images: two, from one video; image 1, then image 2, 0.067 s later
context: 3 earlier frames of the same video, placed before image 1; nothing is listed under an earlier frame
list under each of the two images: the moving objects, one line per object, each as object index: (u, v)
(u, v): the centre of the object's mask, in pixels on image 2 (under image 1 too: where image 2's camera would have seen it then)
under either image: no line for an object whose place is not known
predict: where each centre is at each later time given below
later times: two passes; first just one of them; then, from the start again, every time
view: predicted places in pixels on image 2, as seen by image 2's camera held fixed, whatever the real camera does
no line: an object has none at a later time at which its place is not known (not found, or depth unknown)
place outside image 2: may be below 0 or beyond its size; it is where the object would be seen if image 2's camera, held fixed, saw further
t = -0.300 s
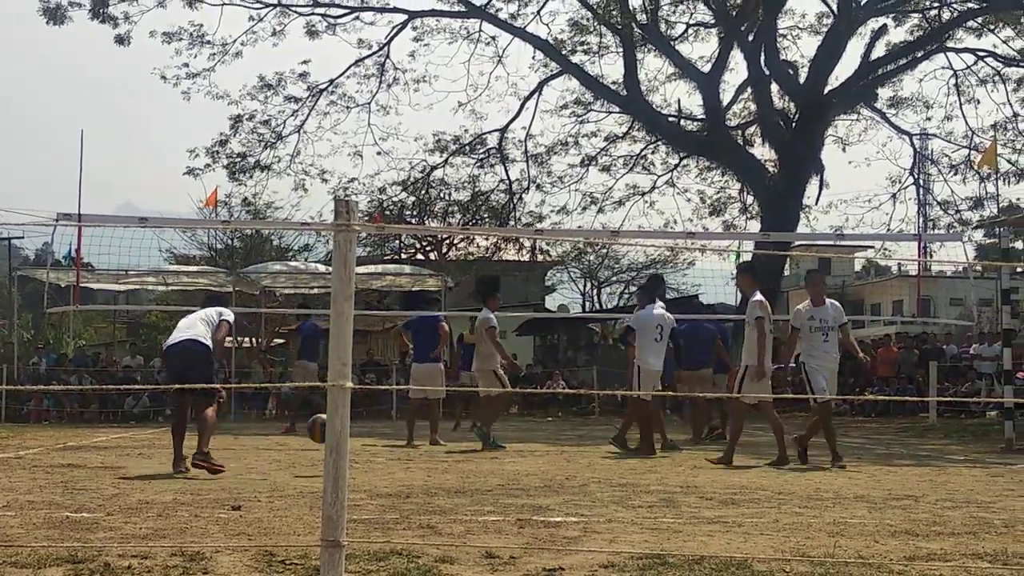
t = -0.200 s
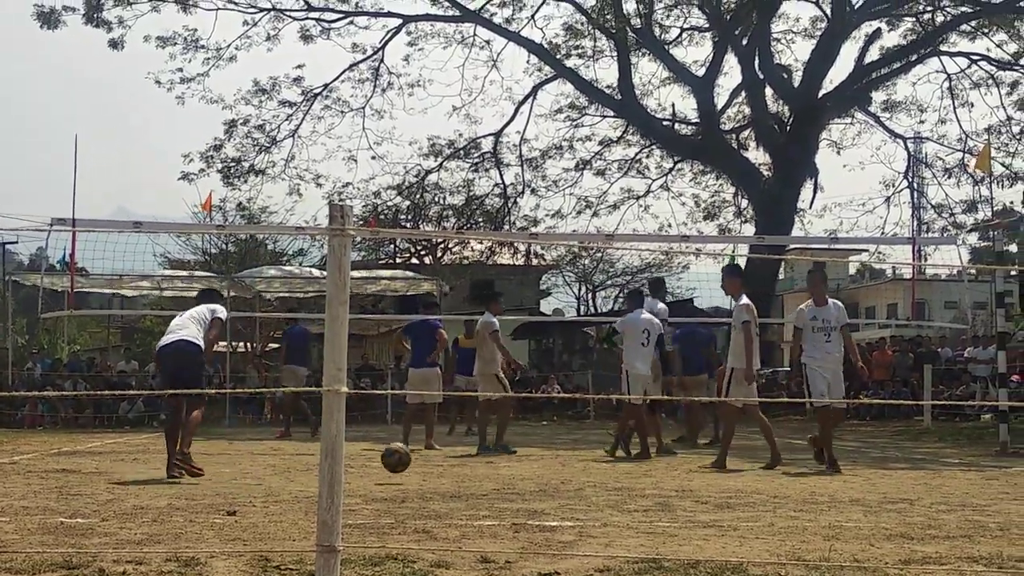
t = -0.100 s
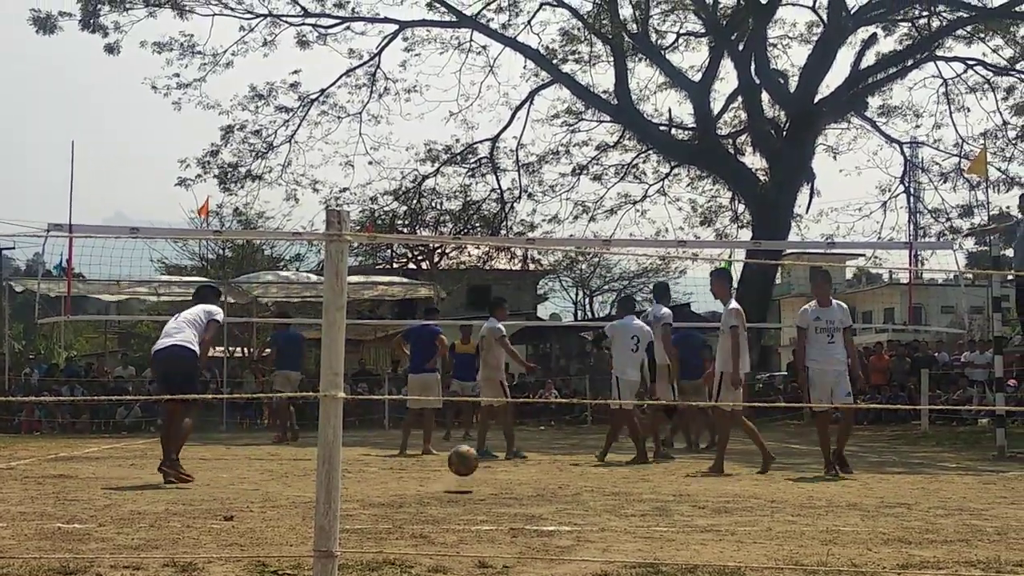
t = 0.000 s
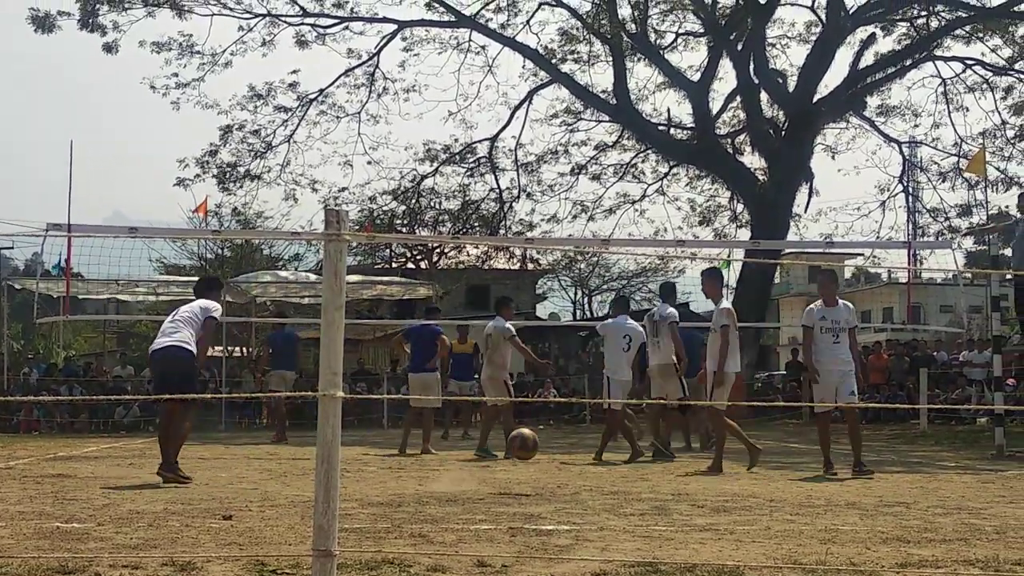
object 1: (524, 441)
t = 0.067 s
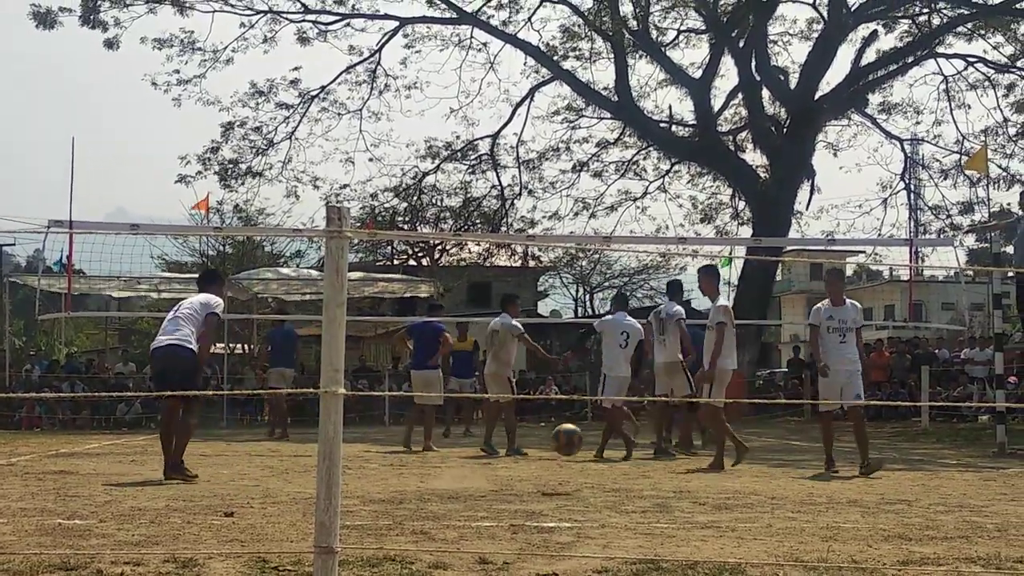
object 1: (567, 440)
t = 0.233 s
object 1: (676, 466)
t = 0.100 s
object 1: (588, 441)
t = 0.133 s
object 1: (609, 445)
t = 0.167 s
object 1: (631, 449)
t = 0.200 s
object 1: (654, 457)
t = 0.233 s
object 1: (676, 466)
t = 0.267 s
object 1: (699, 477)
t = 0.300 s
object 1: (721, 481)
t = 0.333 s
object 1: (744, 475)
